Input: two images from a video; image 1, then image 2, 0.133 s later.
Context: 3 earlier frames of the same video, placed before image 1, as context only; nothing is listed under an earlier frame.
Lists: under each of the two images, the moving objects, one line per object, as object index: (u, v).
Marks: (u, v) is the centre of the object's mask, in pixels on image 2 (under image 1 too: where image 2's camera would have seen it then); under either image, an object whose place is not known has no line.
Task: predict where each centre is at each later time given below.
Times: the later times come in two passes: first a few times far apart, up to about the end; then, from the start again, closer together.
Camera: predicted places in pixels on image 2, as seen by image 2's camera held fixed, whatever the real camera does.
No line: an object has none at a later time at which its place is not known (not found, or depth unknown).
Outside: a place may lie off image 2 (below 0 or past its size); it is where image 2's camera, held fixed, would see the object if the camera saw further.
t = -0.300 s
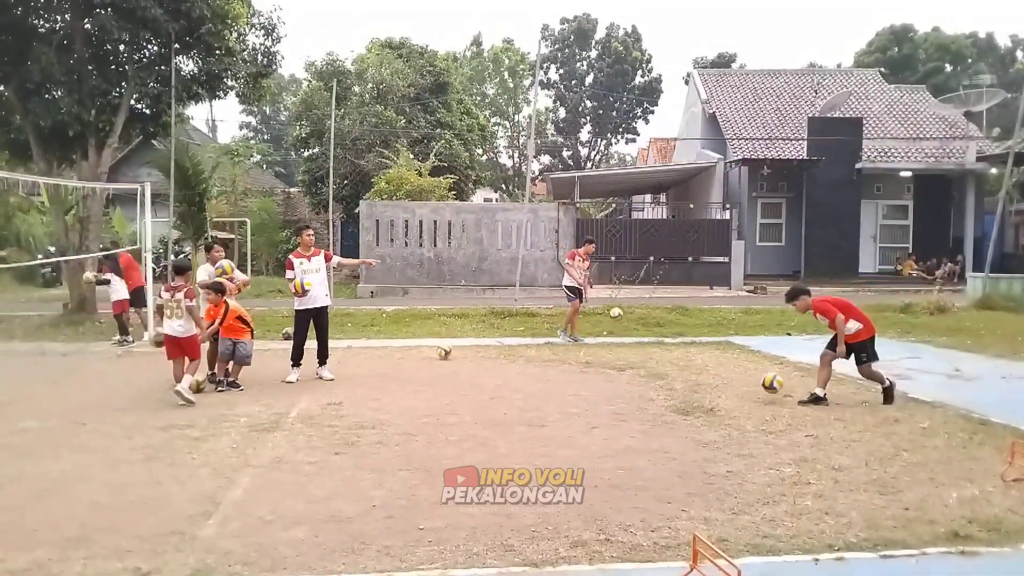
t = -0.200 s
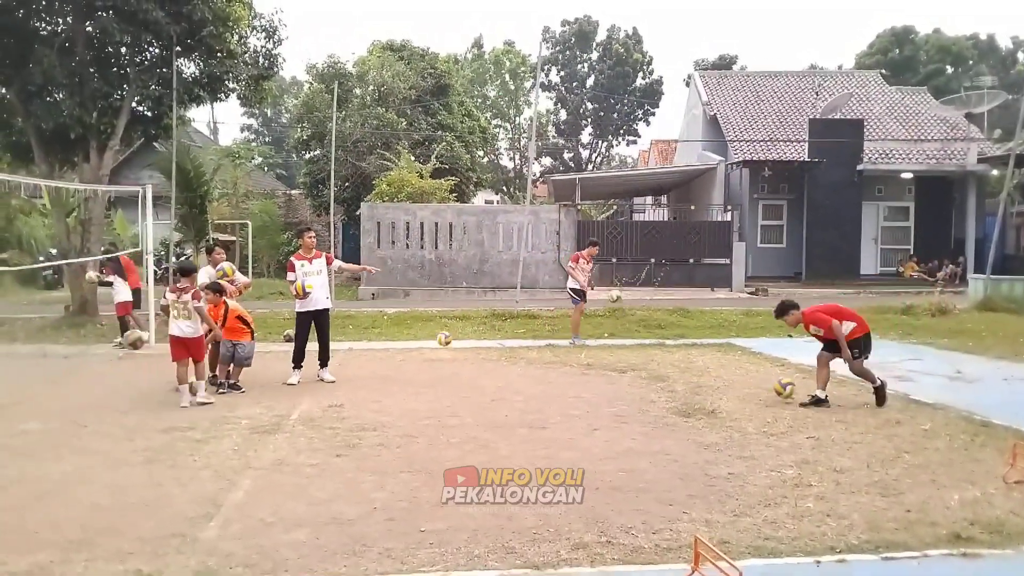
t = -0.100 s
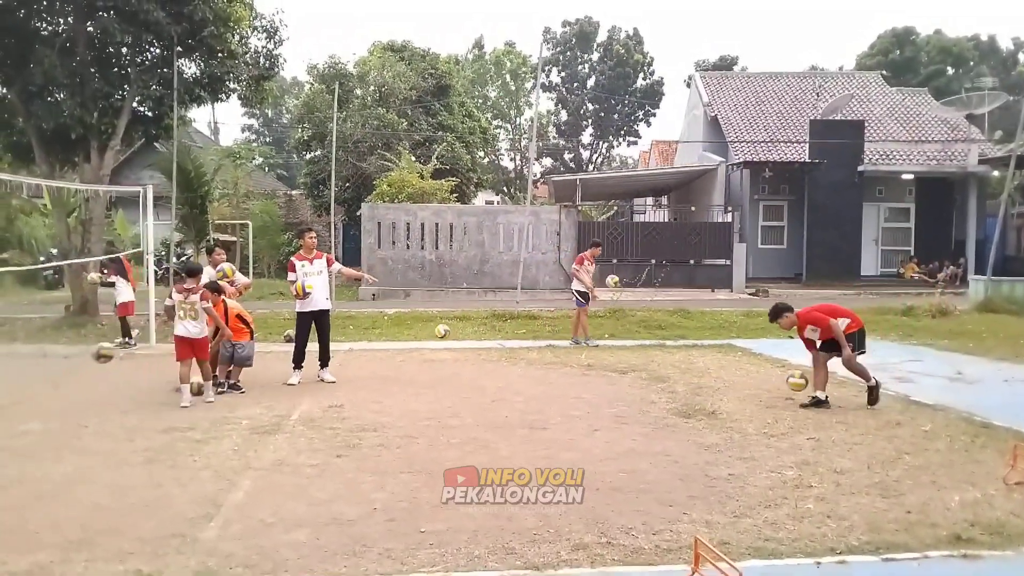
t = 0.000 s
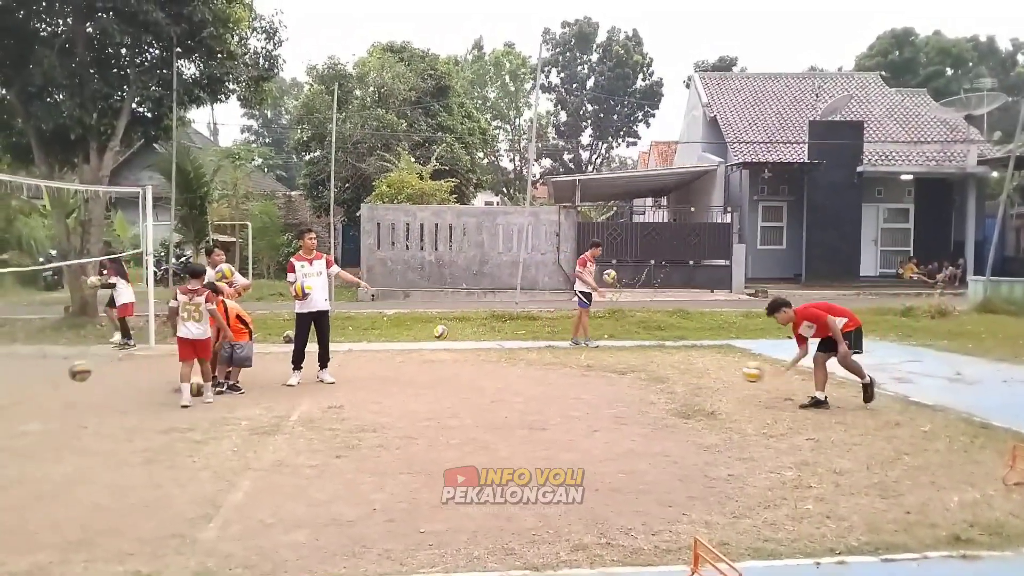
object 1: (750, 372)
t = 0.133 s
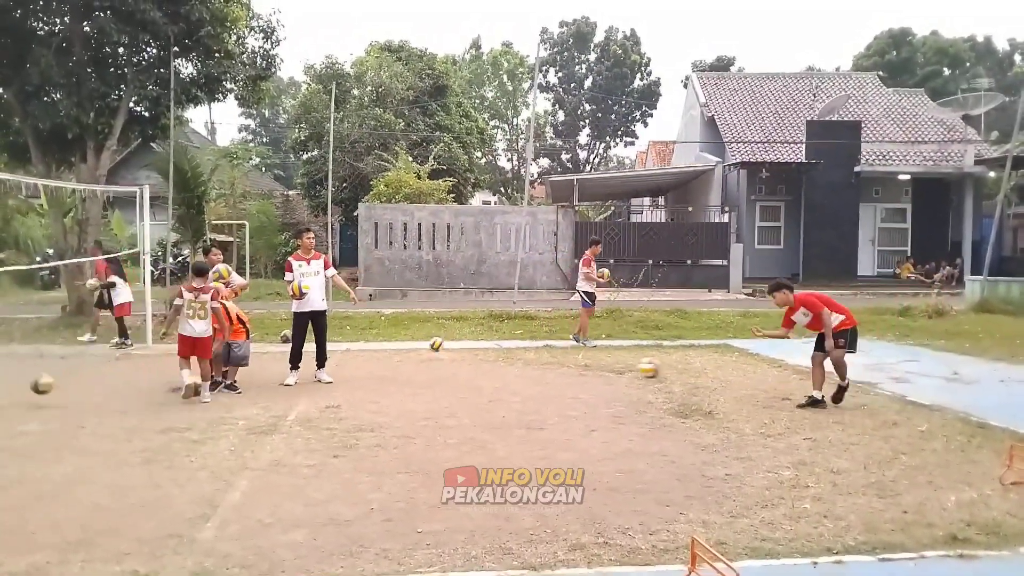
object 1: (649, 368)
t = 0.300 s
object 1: (550, 388)
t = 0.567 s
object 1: (442, 374)
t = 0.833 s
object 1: (347, 394)
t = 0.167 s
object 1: (637, 369)
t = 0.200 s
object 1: (615, 372)
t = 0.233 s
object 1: (594, 376)
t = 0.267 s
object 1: (573, 382)
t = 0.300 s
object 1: (550, 388)
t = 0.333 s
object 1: (529, 397)
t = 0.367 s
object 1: (514, 396)
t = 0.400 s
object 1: (501, 389)
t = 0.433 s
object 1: (489, 383)
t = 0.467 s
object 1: (478, 379)
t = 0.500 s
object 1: (466, 377)
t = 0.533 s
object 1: (455, 375)
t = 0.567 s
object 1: (442, 374)
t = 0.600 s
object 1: (431, 375)
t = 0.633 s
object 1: (419, 376)
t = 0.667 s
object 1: (406, 379)
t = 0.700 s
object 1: (396, 383)
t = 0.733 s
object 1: (382, 388)
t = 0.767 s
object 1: (371, 394)
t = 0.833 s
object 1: (347, 394)
